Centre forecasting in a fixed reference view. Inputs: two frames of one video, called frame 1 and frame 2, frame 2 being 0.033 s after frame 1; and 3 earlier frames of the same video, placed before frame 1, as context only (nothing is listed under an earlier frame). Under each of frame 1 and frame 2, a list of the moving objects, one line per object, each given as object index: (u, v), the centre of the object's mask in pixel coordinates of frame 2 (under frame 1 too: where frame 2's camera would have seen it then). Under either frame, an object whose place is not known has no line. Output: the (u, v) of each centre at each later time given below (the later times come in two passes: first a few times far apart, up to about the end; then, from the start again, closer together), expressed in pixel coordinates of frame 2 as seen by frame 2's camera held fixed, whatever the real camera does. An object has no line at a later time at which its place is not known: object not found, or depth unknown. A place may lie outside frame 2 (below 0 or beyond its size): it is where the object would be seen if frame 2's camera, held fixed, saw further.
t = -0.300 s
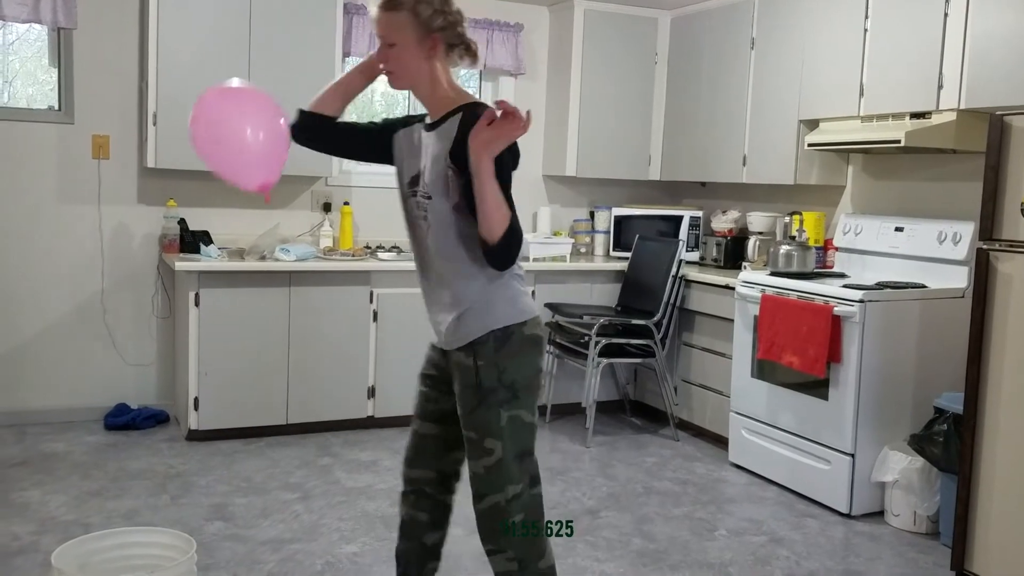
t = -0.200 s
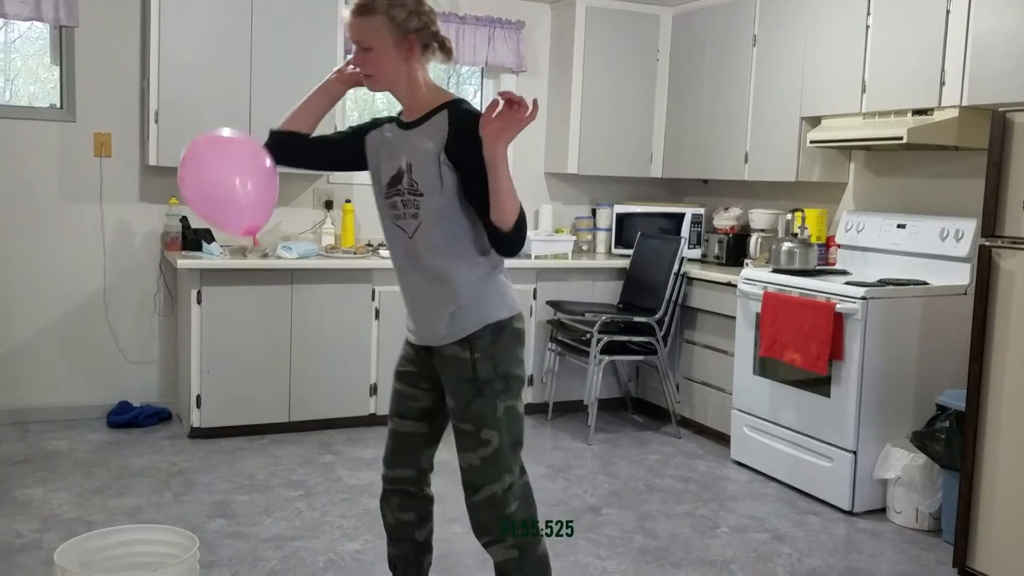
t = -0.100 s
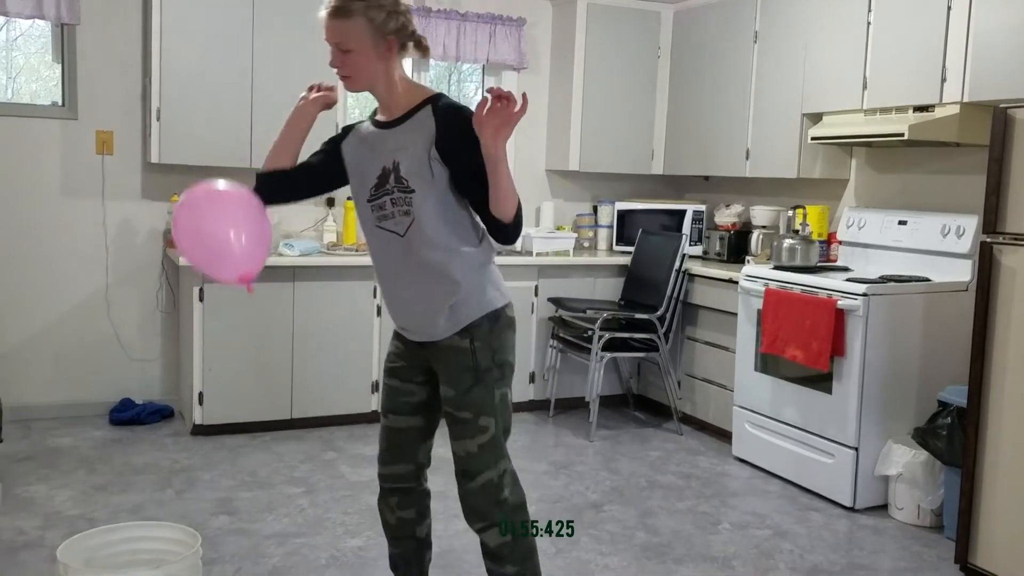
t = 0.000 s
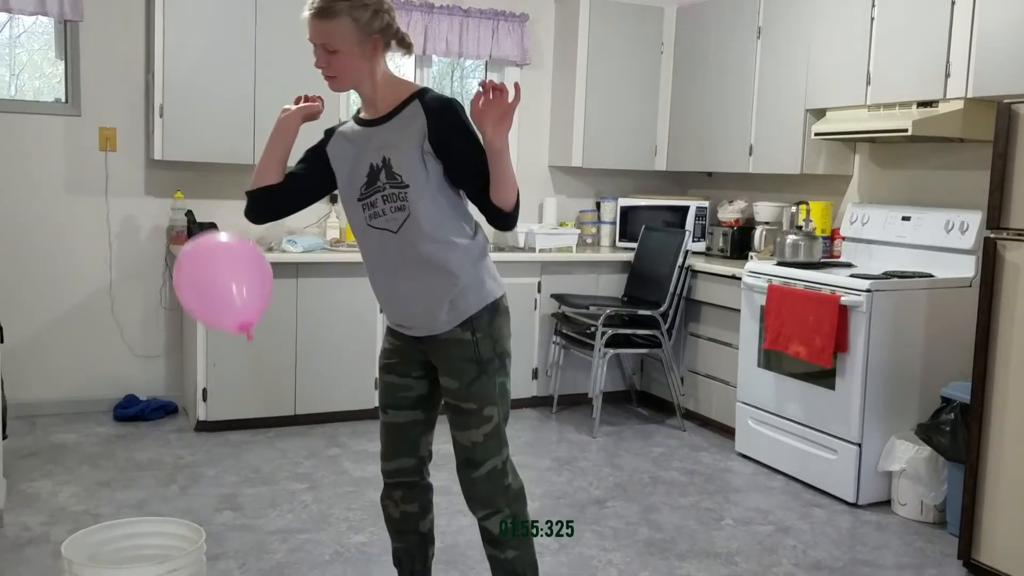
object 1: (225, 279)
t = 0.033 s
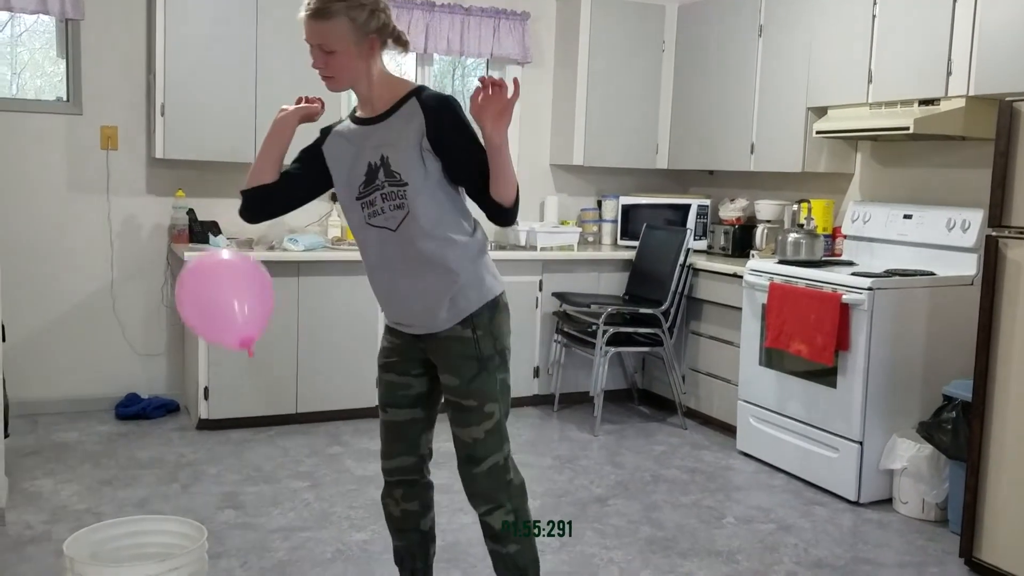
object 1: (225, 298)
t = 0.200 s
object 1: (234, 393)
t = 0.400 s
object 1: (251, 507)
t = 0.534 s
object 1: (268, 569)
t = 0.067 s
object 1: (226, 317)
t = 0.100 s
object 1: (228, 336)
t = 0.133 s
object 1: (229, 354)
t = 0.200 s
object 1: (234, 393)
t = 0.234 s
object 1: (237, 412)
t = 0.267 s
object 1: (239, 431)
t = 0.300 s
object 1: (242, 450)
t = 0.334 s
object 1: (245, 469)
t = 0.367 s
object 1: (248, 488)
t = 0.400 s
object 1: (251, 507)
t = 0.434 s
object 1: (255, 527)
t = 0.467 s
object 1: (258, 546)
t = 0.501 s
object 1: (263, 559)
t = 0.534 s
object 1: (268, 569)
